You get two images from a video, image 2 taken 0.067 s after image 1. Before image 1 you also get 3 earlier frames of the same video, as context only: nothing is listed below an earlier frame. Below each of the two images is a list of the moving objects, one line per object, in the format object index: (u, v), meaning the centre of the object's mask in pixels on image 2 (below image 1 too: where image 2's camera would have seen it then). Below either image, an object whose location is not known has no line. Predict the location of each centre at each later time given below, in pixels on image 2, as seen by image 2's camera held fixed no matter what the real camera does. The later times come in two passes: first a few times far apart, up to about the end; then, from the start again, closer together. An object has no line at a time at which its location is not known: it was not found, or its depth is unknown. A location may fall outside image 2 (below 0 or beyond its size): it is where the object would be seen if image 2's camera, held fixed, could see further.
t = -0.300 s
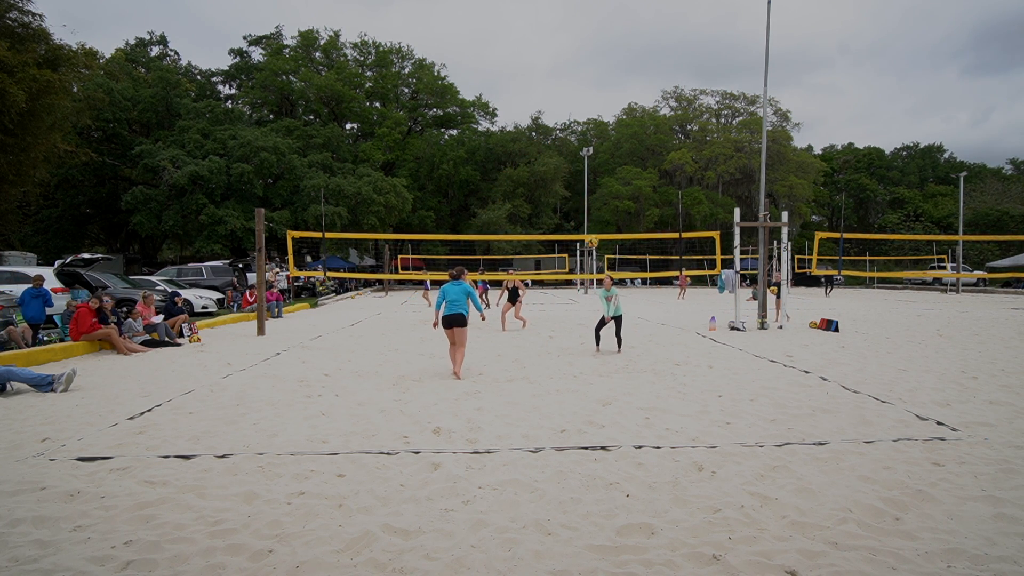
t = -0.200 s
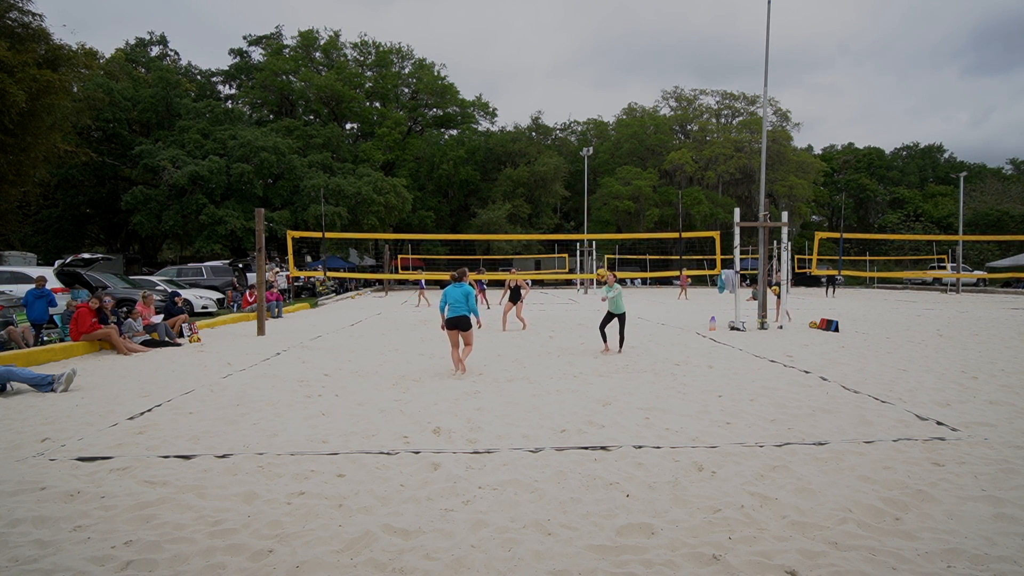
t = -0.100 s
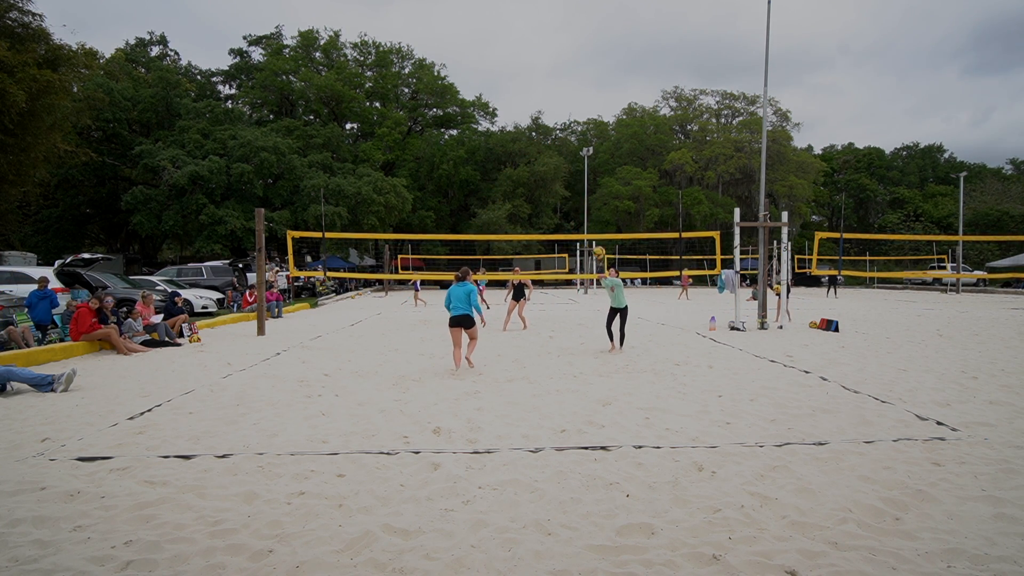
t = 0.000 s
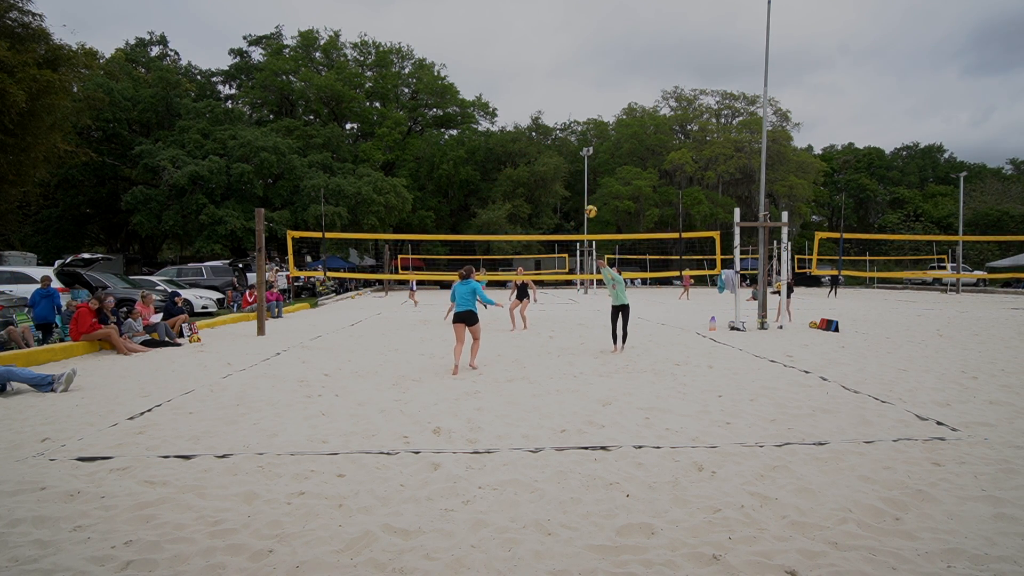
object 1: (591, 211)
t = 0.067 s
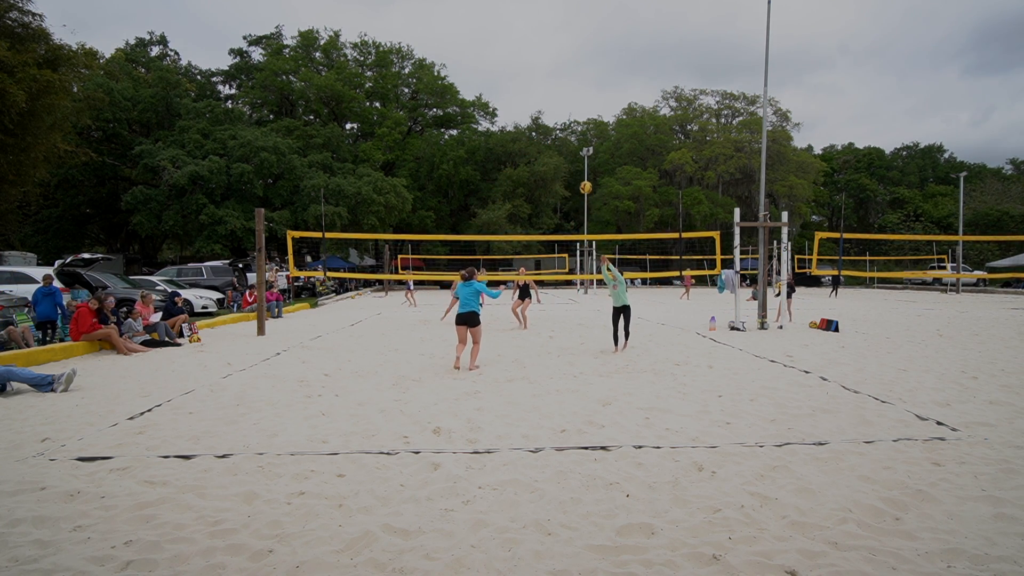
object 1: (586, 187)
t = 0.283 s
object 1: (571, 129)
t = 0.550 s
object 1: (554, 94)
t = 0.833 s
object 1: (539, 100)
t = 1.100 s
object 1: (528, 142)
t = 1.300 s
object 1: (520, 194)
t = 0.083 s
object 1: (584, 182)
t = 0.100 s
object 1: (583, 177)
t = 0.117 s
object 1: (582, 171)
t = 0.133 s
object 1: (580, 166)
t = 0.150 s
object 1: (579, 161)
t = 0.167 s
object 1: (578, 157)
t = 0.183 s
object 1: (577, 152)
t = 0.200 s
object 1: (576, 148)
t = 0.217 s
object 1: (575, 144)
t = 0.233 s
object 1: (574, 140)
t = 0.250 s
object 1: (573, 136)
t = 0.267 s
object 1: (572, 132)
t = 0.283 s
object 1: (571, 129)
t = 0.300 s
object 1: (570, 126)
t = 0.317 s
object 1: (568, 123)
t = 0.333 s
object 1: (568, 120)
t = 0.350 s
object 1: (566, 116)
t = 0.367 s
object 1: (565, 113)
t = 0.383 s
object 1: (564, 111)
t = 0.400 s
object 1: (563, 108)
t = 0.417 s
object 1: (562, 106)
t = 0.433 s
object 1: (561, 104)
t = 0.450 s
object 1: (560, 102)
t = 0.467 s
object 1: (559, 101)
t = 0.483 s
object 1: (558, 99)
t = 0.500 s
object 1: (557, 97)
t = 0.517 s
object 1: (556, 96)
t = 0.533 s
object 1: (555, 95)
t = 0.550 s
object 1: (554, 94)
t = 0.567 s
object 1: (553, 93)
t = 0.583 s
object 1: (552, 93)
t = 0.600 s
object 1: (551, 92)
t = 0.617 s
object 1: (550, 92)
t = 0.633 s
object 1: (549, 91)
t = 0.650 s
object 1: (548, 91)
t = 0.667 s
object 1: (548, 91)
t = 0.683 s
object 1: (547, 92)
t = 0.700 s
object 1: (546, 92)
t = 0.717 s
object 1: (545, 93)
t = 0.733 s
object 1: (544, 93)
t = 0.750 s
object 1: (543, 94)
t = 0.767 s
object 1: (542, 95)
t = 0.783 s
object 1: (542, 96)
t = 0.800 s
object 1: (541, 97)
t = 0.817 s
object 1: (540, 99)
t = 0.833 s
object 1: (539, 100)
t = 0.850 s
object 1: (539, 102)
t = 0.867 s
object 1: (538, 104)
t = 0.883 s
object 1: (537, 105)
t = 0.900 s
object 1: (536, 107)
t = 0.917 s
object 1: (536, 110)
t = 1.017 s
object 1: (532, 125)
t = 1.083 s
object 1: (529, 138)
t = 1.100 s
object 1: (528, 142)
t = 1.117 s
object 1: (527, 146)
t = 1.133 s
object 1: (527, 149)
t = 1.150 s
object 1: (526, 153)
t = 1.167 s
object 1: (525, 157)
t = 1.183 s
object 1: (525, 161)
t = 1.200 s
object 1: (524, 166)
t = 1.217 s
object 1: (523, 170)
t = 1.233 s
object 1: (523, 175)
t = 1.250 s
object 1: (522, 179)
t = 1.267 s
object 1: (522, 184)
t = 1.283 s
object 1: (521, 189)
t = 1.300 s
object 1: (520, 194)
